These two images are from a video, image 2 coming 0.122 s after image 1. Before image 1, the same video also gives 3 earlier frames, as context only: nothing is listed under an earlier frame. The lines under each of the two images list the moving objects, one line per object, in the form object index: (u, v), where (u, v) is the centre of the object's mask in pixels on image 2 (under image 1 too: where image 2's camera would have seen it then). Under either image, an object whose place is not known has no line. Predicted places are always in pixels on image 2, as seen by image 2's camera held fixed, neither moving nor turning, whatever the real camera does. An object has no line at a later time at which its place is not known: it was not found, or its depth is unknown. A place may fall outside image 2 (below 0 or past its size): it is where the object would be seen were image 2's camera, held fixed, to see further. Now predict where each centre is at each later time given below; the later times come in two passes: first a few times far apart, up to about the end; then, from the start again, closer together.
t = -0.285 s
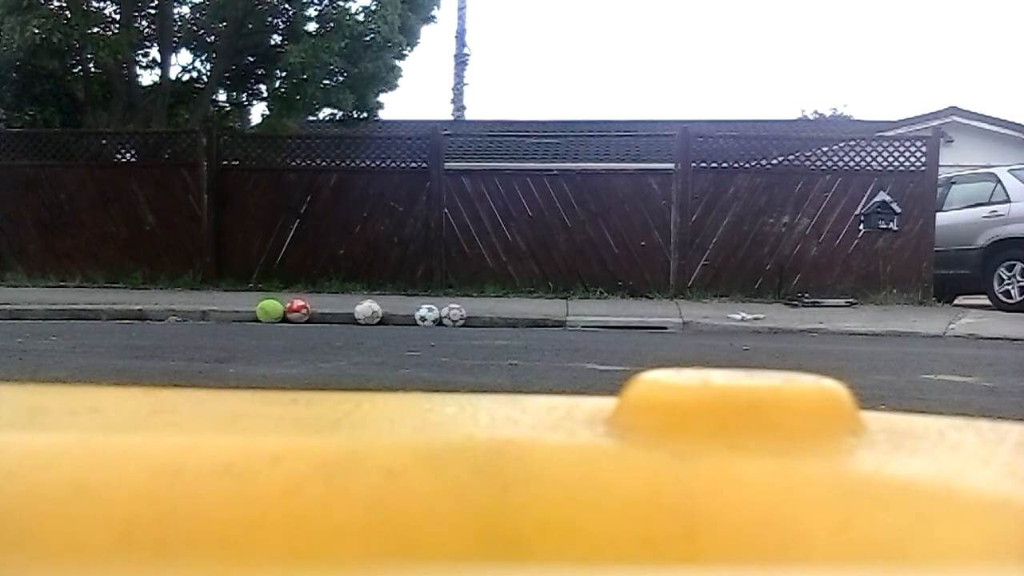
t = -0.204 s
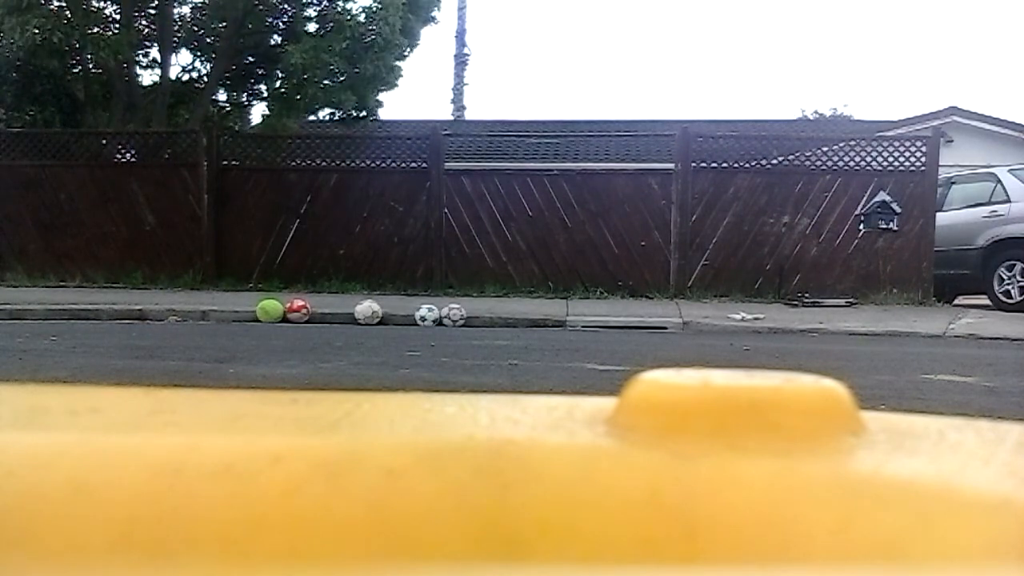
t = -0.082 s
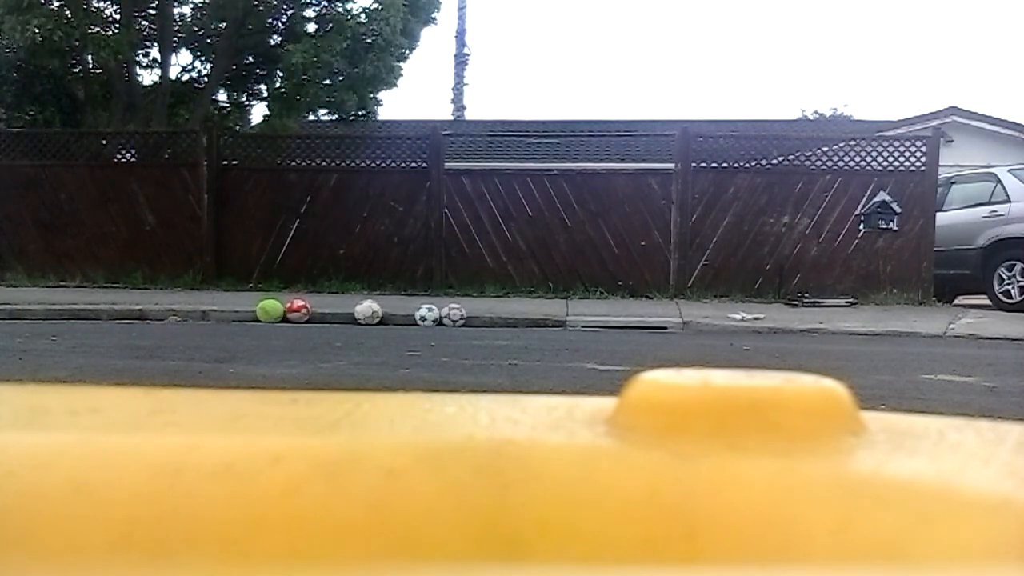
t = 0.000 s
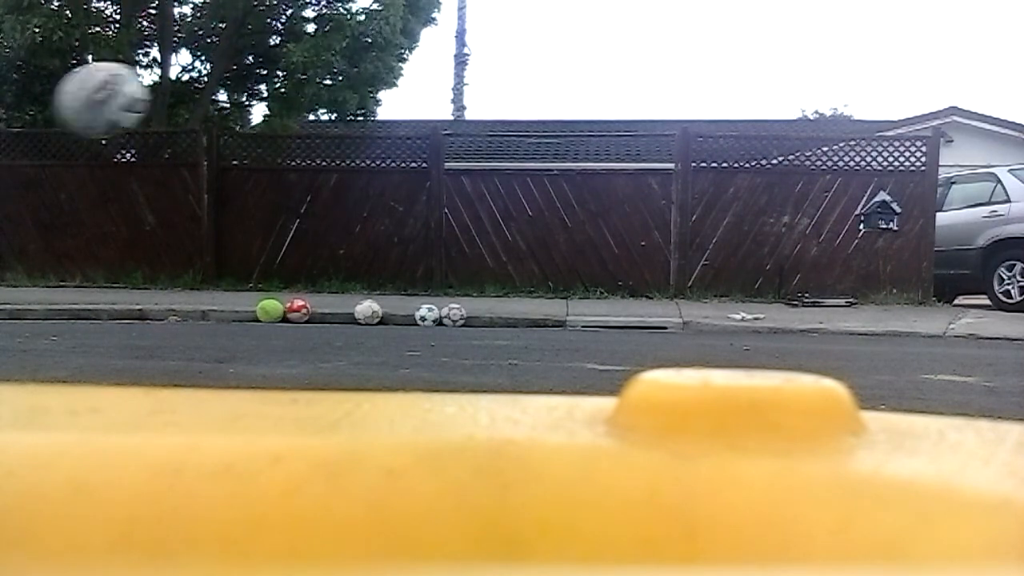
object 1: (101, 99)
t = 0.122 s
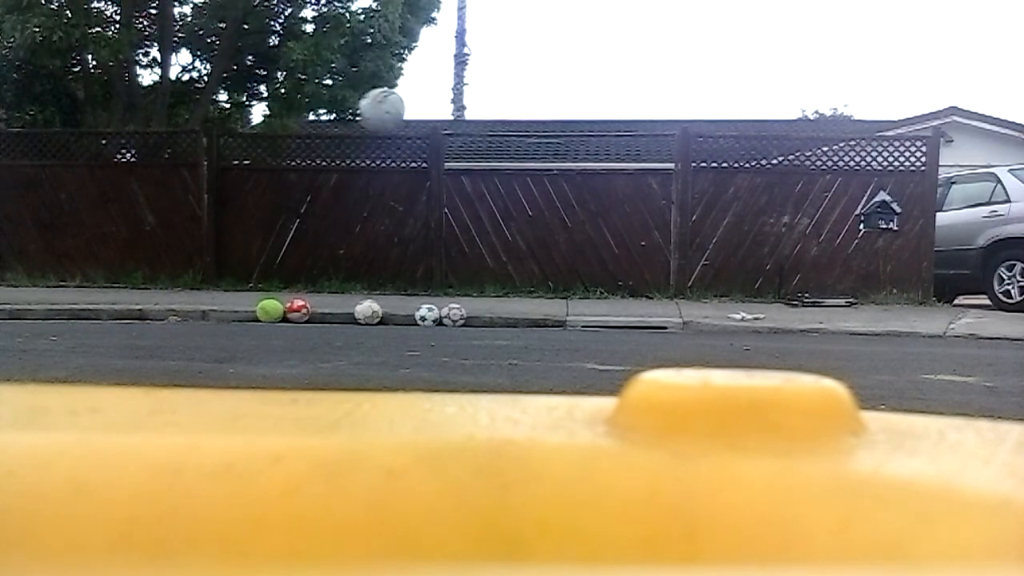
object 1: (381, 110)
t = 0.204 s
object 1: (473, 129)
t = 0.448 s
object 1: (609, 200)
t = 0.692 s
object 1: (656, 247)
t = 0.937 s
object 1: (687, 300)
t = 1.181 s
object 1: (712, 298)
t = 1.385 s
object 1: (734, 311)
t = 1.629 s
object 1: (763, 319)
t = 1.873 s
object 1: (794, 321)
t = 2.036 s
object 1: (814, 323)
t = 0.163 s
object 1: (432, 120)
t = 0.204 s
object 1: (473, 129)
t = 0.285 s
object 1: (533, 151)
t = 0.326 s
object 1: (557, 162)
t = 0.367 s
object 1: (576, 176)
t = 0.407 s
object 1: (594, 187)
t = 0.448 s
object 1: (609, 200)
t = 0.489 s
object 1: (623, 213)
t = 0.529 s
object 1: (636, 226)
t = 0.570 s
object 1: (641, 229)
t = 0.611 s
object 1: (645, 233)
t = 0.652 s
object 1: (651, 239)
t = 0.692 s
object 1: (656, 247)
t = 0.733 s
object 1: (661, 256)
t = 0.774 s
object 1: (667, 269)
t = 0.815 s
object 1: (672, 282)
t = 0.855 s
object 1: (678, 297)
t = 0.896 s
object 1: (683, 306)
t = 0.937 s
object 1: (687, 300)
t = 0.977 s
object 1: (690, 295)
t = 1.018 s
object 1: (695, 292)
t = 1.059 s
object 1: (699, 290)
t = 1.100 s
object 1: (703, 291)
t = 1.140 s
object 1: (707, 293)
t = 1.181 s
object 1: (712, 298)
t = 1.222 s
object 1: (717, 304)
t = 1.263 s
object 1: (721, 314)
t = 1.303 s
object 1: (727, 319)
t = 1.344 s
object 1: (730, 315)
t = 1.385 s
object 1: (734, 311)
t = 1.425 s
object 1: (739, 311)
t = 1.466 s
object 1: (745, 312)
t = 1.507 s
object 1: (748, 316)
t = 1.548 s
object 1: (754, 320)
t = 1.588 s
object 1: (758, 320)
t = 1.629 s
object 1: (763, 319)
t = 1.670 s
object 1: (768, 320)
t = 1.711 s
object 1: (773, 321)
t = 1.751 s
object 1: (779, 320)
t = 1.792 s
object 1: (783, 320)
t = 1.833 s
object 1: (789, 322)
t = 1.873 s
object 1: (794, 321)
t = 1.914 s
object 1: (799, 322)
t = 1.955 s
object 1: (804, 322)
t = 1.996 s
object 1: (809, 322)
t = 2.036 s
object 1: (814, 323)
